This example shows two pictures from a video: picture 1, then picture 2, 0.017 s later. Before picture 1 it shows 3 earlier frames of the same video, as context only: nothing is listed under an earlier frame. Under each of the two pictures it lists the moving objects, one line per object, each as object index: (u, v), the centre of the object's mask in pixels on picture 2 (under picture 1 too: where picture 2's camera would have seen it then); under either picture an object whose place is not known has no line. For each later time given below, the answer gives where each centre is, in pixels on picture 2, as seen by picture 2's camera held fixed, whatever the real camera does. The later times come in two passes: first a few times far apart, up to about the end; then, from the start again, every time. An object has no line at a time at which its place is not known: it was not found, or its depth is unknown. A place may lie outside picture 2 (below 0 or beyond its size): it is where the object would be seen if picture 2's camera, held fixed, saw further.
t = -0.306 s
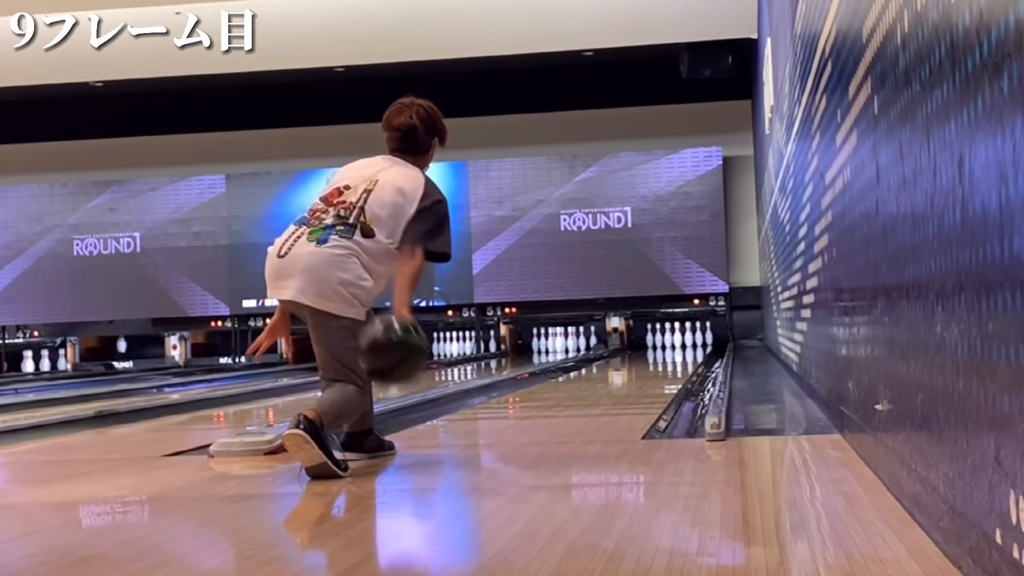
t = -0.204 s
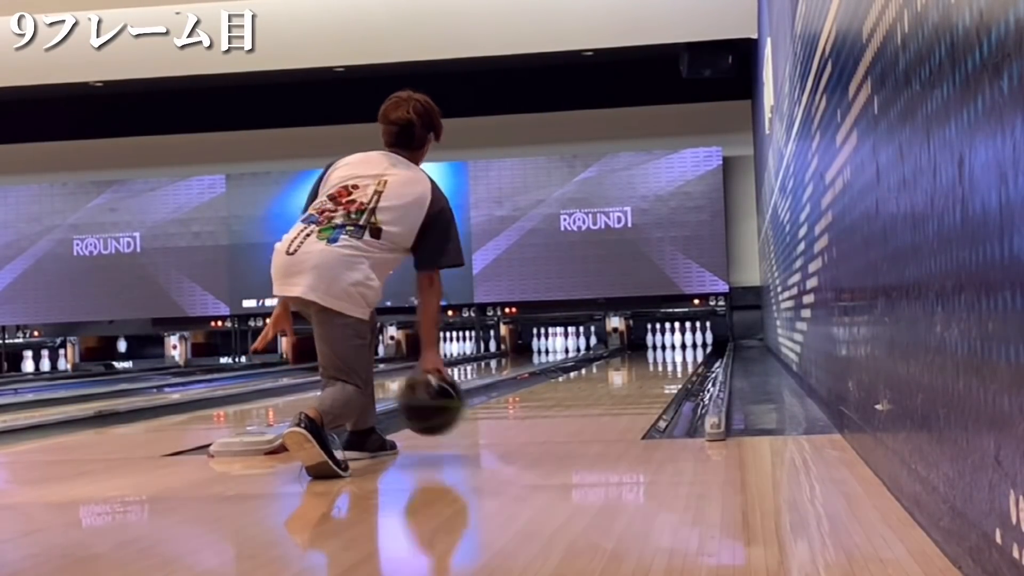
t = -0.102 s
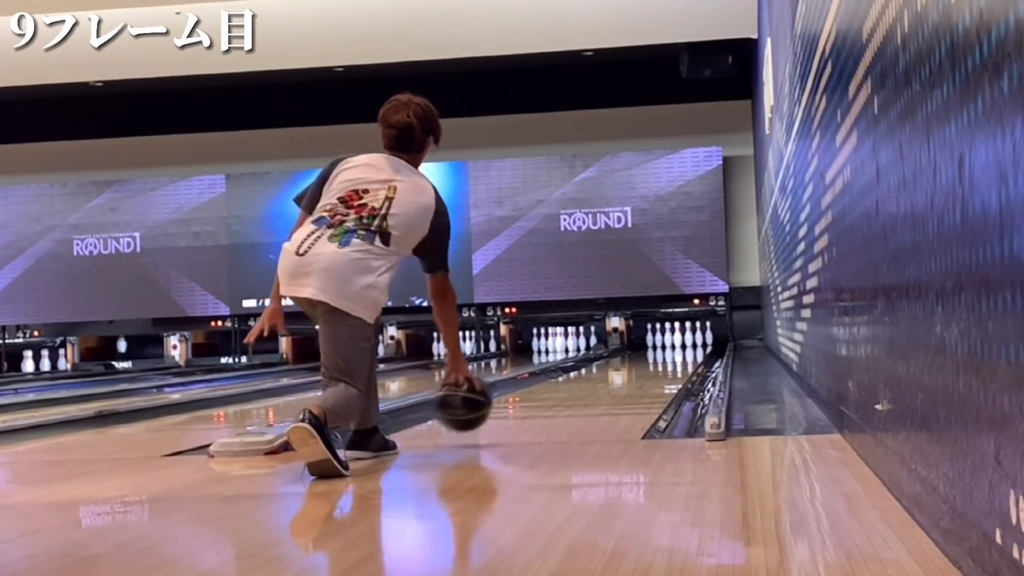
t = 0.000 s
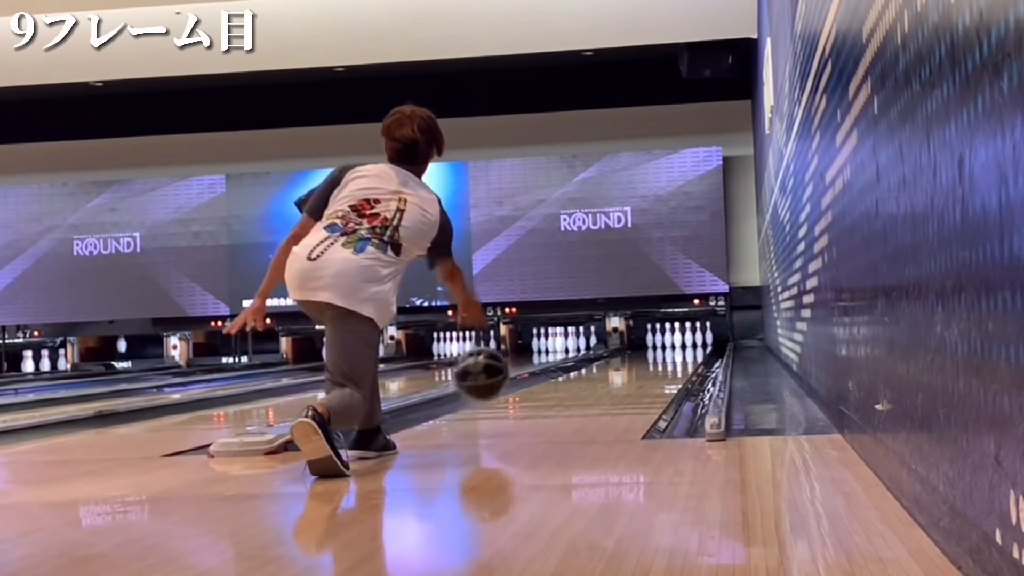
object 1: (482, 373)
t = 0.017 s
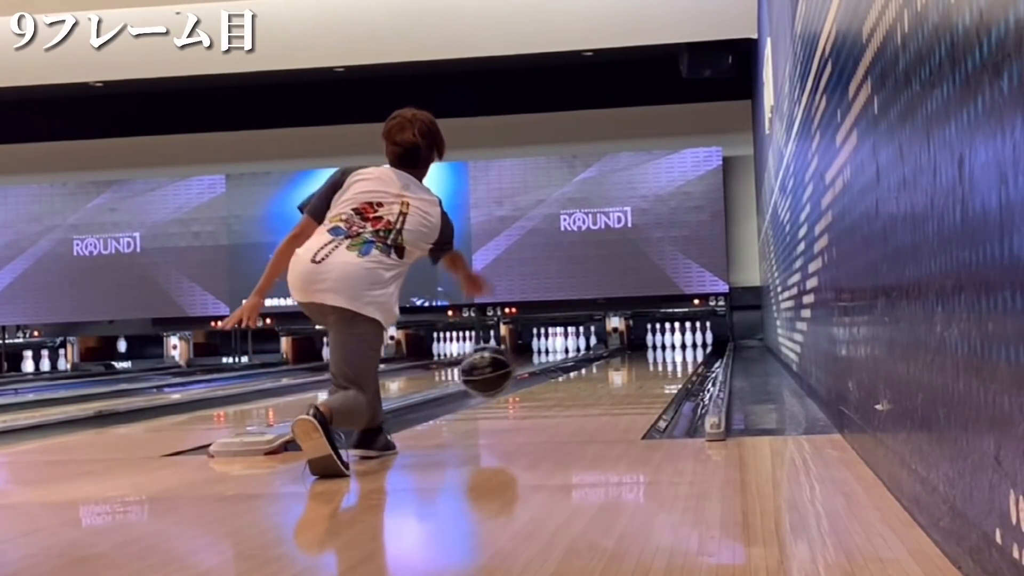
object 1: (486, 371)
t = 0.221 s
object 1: (516, 391)
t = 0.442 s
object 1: (539, 383)
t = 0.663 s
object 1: (555, 376)
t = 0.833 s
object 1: (566, 371)
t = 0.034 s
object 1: (489, 370)
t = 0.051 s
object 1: (492, 370)
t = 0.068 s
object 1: (495, 371)
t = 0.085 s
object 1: (497, 372)
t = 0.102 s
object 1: (500, 373)
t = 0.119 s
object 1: (502, 375)
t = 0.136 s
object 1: (505, 378)
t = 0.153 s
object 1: (507, 381)
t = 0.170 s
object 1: (510, 385)
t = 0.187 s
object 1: (513, 390)
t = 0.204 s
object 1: (514, 393)
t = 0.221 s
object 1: (516, 391)
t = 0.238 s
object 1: (518, 388)
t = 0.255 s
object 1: (520, 387)
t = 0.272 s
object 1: (522, 386)
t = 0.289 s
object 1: (523, 385)
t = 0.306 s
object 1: (525, 385)
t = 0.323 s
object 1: (528, 387)
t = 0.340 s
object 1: (529, 387)
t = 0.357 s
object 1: (531, 386)
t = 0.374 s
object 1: (533, 385)
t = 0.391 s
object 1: (534, 385)
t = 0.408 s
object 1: (536, 384)
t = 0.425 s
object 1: (538, 384)
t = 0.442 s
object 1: (539, 383)
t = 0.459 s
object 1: (540, 382)
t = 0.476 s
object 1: (542, 381)
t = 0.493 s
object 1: (543, 381)
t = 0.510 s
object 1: (545, 380)
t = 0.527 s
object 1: (546, 379)
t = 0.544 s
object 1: (547, 379)
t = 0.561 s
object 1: (548, 378)
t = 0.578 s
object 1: (550, 377)
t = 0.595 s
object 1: (551, 377)
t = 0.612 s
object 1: (552, 377)
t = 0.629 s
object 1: (553, 376)
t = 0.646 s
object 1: (554, 376)
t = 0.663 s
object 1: (555, 376)
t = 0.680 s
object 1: (557, 375)
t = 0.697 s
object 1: (558, 374)
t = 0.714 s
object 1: (559, 374)
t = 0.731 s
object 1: (560, 374)
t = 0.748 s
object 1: (560, 374)
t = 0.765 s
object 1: (562, 373)
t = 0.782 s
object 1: (563, 373)
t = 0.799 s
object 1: (564, 372)
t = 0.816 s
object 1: (565, 371)
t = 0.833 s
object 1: (566, 371)
